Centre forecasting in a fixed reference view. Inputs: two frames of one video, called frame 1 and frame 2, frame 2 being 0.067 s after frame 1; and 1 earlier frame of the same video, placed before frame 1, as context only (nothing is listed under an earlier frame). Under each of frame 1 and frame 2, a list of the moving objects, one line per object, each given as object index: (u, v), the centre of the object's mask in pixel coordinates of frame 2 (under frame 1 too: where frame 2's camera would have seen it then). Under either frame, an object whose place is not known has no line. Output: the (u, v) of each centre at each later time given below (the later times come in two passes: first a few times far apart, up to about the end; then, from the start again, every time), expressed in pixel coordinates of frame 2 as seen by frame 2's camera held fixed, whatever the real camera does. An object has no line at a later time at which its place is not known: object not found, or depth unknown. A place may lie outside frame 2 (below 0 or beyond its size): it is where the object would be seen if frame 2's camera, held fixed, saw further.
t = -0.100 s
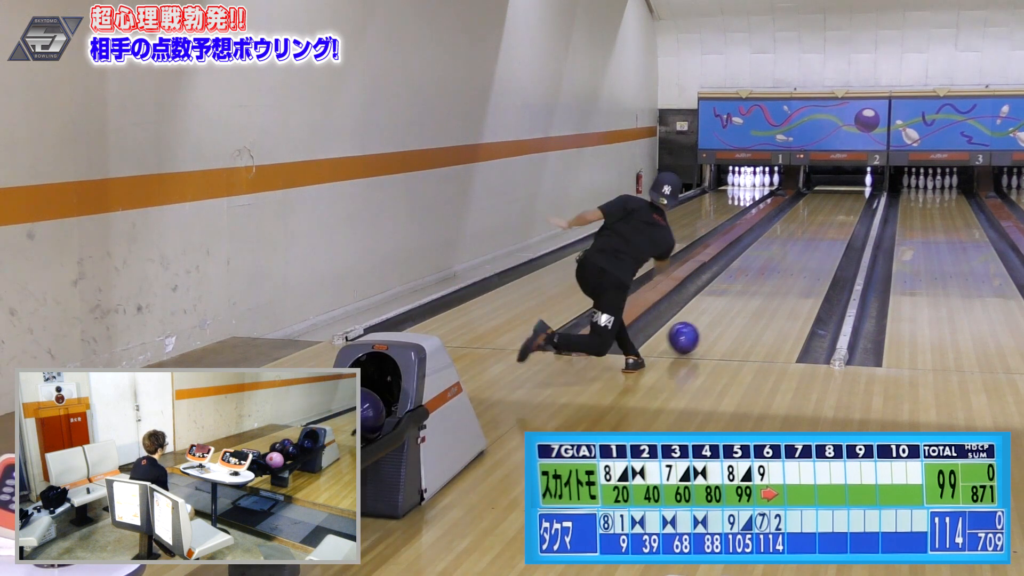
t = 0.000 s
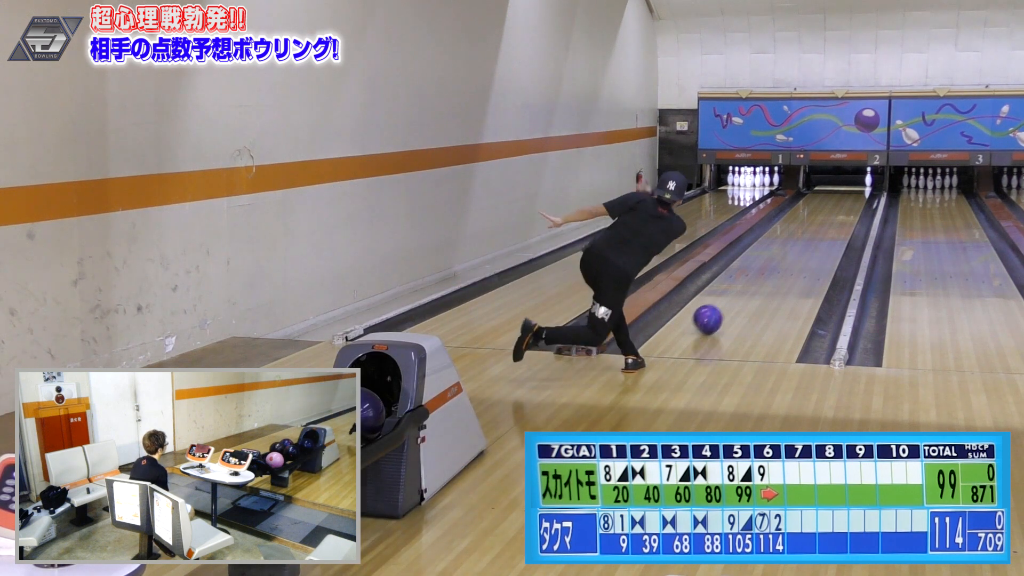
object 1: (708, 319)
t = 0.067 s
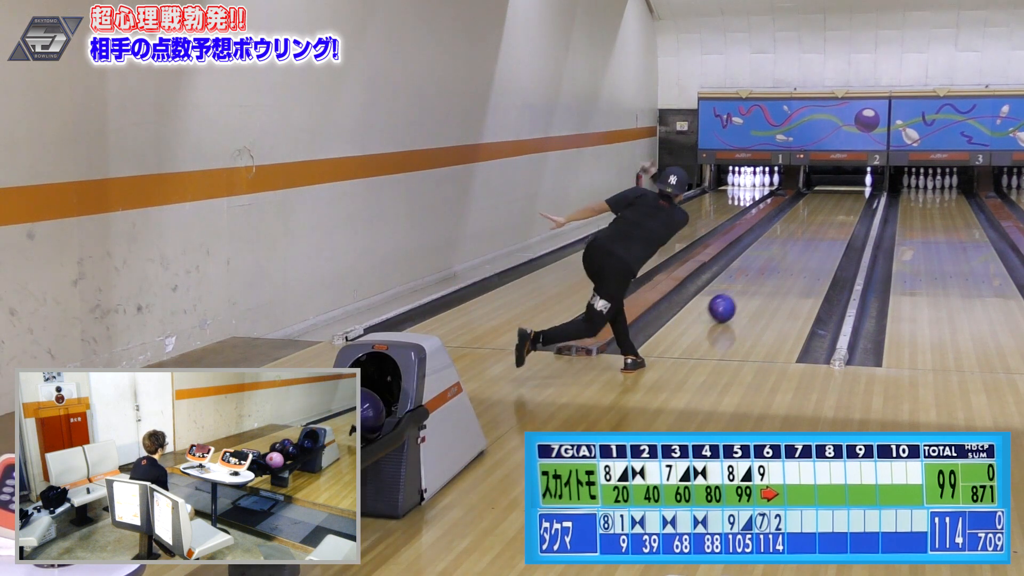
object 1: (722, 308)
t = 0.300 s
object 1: (761, 277)
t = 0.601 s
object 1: (797, 249)
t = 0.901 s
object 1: (823, 229)
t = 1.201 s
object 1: (841, 213)
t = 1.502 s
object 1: (854, 201)
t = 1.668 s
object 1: (859, 196)
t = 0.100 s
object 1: (728, 303)
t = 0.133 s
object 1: (735, 298)
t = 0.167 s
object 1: (741, 293)
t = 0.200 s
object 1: (746, 289)
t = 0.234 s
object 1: (751, 285)
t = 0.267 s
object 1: (757, 281)
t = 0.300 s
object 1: (761, 277)
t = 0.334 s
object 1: (766, 274)
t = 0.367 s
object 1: (771, 270)
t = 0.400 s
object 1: (775, 267)
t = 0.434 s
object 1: (779, 264)
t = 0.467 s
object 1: (783, 260)
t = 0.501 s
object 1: (787, 257)
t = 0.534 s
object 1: (790, 255)
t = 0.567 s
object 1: (794, 252)
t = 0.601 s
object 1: (797, 249)
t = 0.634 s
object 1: (801, 246)
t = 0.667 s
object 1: (804, 244)
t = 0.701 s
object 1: (807, 242)
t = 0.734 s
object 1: (810, 239)
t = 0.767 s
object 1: (813, 237)
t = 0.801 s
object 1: (815, 235)
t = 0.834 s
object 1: (818, 233)
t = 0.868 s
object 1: (820, 231)
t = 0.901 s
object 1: (823, 229)
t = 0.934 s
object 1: (825, 227)
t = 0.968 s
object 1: (827, 225)
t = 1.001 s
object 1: (830, 223)
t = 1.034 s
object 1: (832, 221)
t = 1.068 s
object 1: (834, 220)
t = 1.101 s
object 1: (836, 218)
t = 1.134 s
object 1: (838, 216)
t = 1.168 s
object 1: (839, 215)
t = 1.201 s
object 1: (841, 213)
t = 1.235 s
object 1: (843, 212)
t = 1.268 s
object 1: (844, 210)
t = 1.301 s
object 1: (846, 209)
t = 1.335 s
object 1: (848, 208)
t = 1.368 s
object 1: (849, 206)
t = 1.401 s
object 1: (850, 205)
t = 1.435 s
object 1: (852, 204)
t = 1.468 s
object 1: (853, 202)
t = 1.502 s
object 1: (854, 201)
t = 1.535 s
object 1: (855, 200)
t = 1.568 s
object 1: (856, 199)
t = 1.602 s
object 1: (858, 198)
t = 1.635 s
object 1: (859, 197)
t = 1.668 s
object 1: (859, 196)
